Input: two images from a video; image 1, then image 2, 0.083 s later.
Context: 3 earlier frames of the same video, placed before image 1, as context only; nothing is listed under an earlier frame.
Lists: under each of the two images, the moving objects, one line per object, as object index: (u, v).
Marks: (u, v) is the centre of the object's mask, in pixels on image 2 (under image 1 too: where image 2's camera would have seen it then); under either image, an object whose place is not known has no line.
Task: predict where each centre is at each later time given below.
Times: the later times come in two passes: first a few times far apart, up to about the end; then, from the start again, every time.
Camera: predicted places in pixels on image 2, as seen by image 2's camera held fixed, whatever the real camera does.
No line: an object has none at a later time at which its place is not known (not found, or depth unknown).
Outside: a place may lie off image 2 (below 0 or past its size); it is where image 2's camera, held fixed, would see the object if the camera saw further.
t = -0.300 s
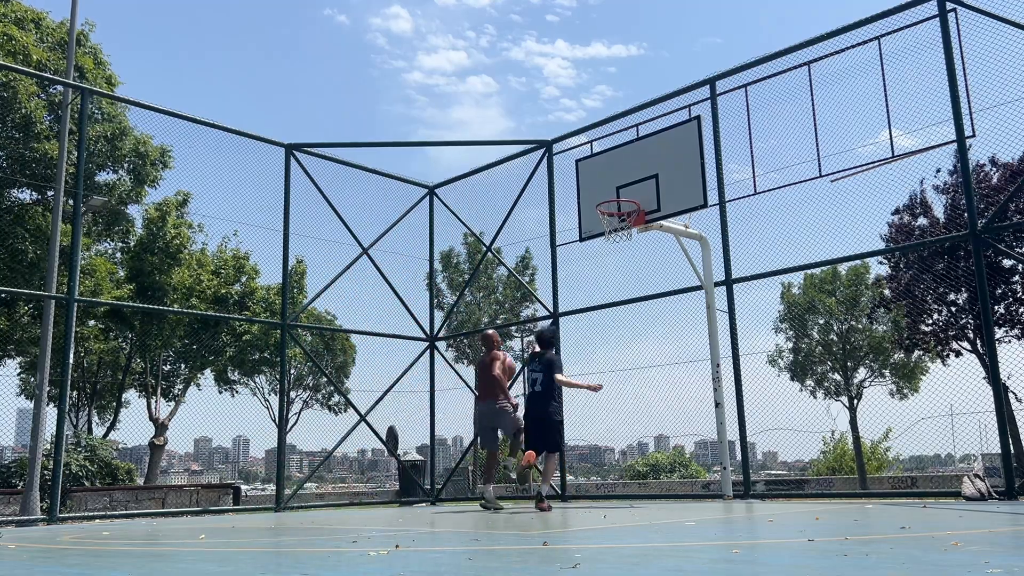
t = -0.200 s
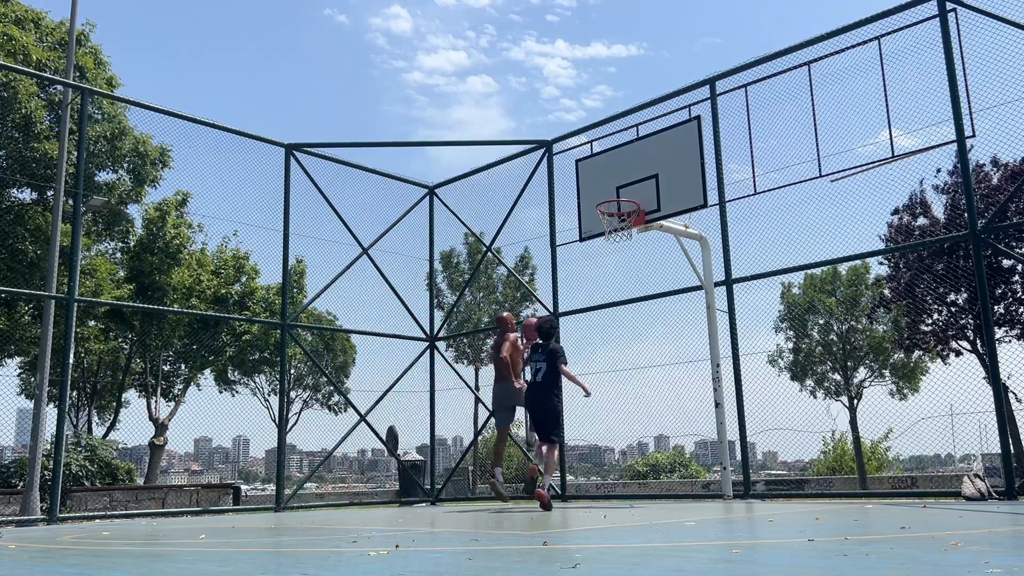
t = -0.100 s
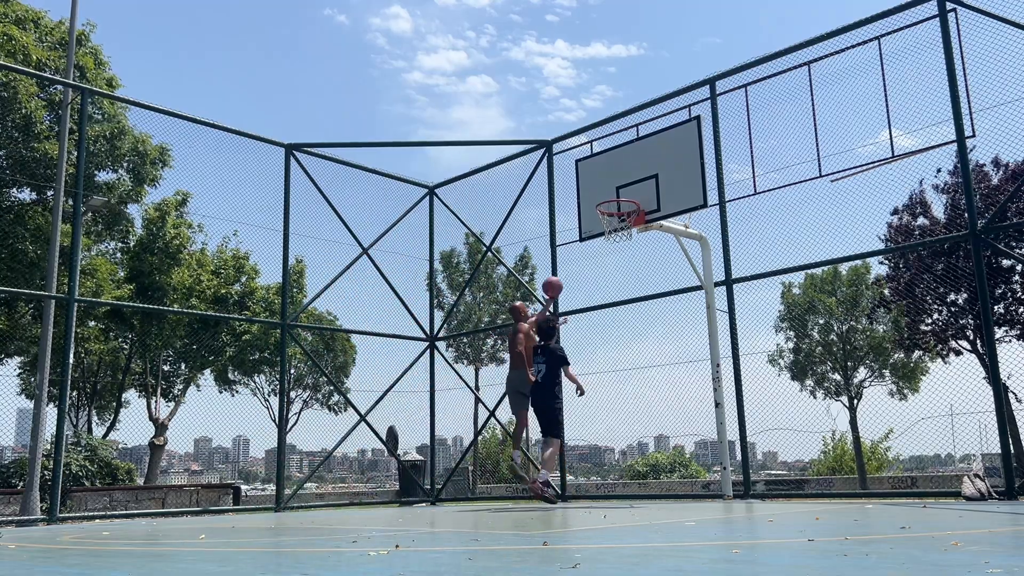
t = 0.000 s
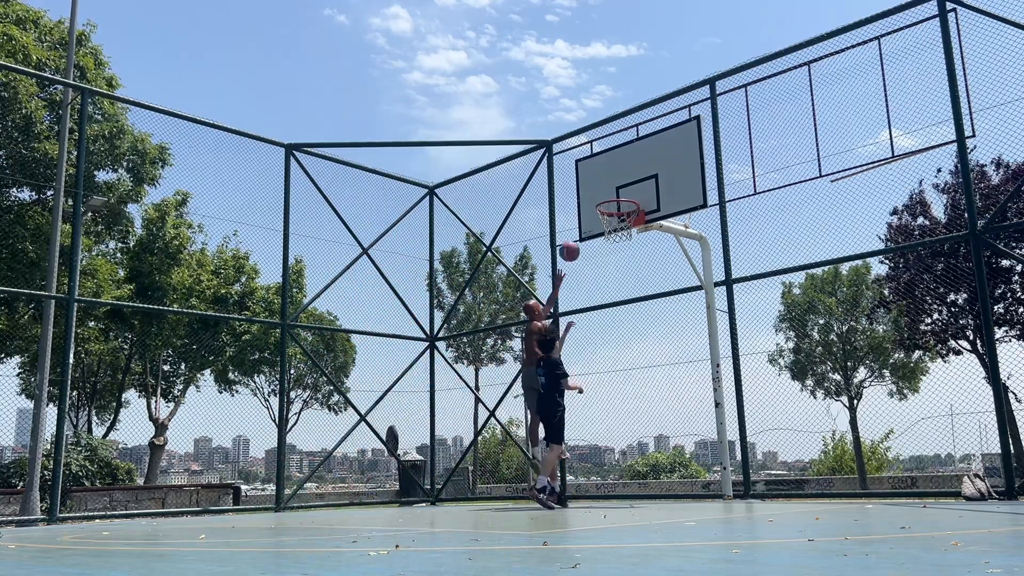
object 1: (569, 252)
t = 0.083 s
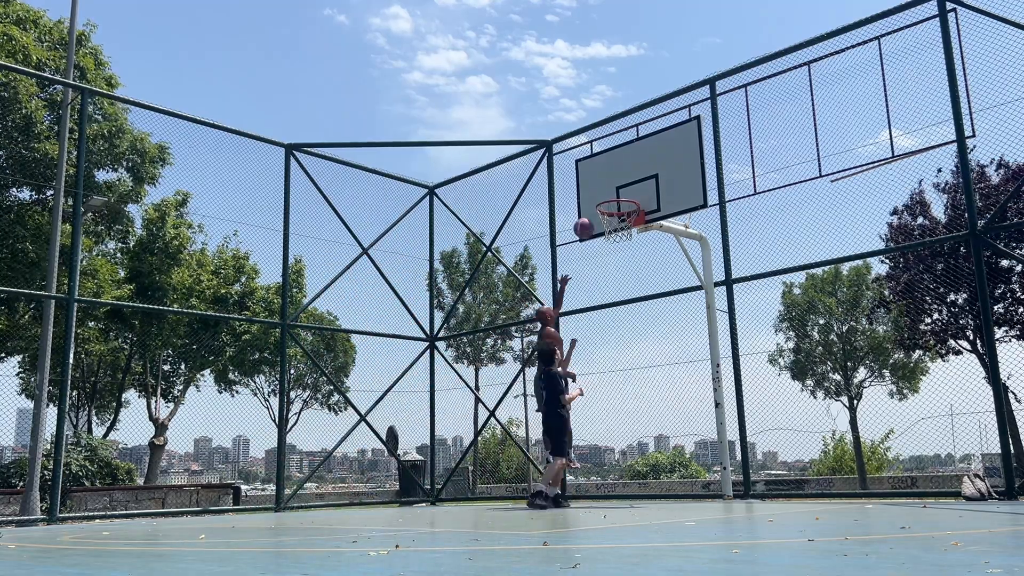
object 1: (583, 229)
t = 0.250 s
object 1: (598, 198)
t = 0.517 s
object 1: (598, 195)
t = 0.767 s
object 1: (613, 206)
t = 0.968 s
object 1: (627, 250)
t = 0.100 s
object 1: (586, 225)
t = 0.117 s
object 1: (589, 221)
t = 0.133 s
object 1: (591, 218)
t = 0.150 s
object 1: (593, 215)
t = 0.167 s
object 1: (594, 212)
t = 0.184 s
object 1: (596, 208)
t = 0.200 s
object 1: (596, 204)
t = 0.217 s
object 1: (597, 201)
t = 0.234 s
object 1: (597, 199)
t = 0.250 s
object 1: (598, 198)
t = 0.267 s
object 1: (598, 197)
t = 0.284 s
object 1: (598, 196)
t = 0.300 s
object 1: (598, 195)
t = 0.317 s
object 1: (598, 194)
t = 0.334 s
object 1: (598, 193)
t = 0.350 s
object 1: (598, 193)
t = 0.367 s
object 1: (598, 192)
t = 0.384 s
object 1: (598, 192)
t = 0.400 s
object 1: (598, 192)
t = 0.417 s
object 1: (597, 193)
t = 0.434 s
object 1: (597, 193)
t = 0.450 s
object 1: (597, 194)
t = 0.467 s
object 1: (597, 195)
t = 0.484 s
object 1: (597, 196)
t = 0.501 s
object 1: (597, 197)
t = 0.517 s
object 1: (598, 195)
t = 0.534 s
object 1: (599, 194)
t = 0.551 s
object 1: (600, 194)
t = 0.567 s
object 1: (601, 193)
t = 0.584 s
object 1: (602, 193)
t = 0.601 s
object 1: (603, 193)
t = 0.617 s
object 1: (604, 193)
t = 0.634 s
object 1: (605, 193)
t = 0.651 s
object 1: (606, 193)
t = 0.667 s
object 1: (607, 195)
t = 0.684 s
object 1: (608, 196)
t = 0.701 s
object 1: (609, 197)
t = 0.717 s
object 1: (610, 200)
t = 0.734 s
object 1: (610, 202)
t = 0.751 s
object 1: (611, 204)
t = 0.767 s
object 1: (613, 206)
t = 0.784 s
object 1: (613, 208)
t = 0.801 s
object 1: (614, 211)
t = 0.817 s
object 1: (616, 213)
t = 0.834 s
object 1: (617, 217)
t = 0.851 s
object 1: (619, 220)
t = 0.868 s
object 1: (620, 224)
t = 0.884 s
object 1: (621, 228)
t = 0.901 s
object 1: (622, 232)
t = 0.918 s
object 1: (623, 236)
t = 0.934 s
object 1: (624, 240)
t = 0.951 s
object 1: (625, 245)
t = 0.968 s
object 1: (627, 250)
